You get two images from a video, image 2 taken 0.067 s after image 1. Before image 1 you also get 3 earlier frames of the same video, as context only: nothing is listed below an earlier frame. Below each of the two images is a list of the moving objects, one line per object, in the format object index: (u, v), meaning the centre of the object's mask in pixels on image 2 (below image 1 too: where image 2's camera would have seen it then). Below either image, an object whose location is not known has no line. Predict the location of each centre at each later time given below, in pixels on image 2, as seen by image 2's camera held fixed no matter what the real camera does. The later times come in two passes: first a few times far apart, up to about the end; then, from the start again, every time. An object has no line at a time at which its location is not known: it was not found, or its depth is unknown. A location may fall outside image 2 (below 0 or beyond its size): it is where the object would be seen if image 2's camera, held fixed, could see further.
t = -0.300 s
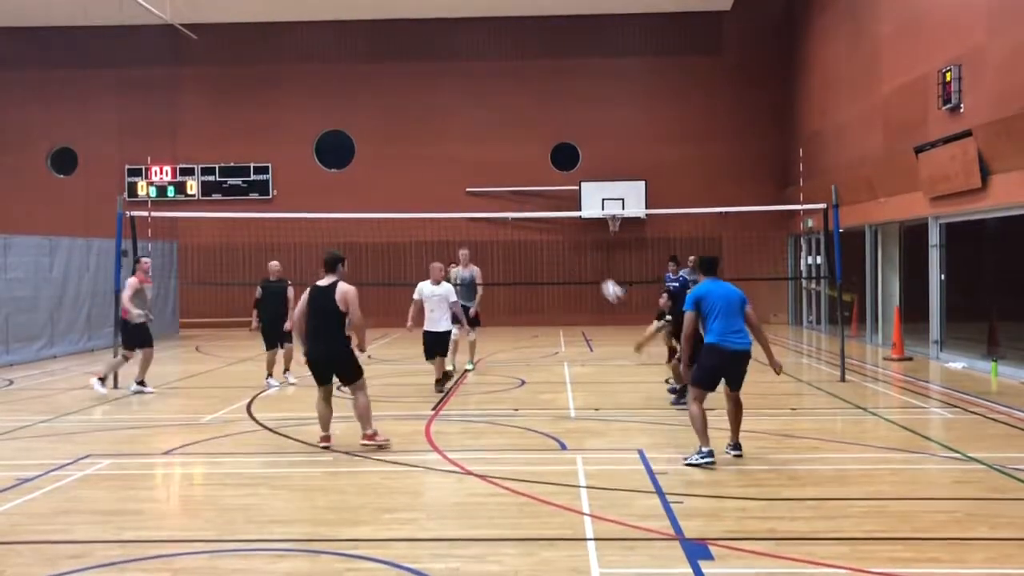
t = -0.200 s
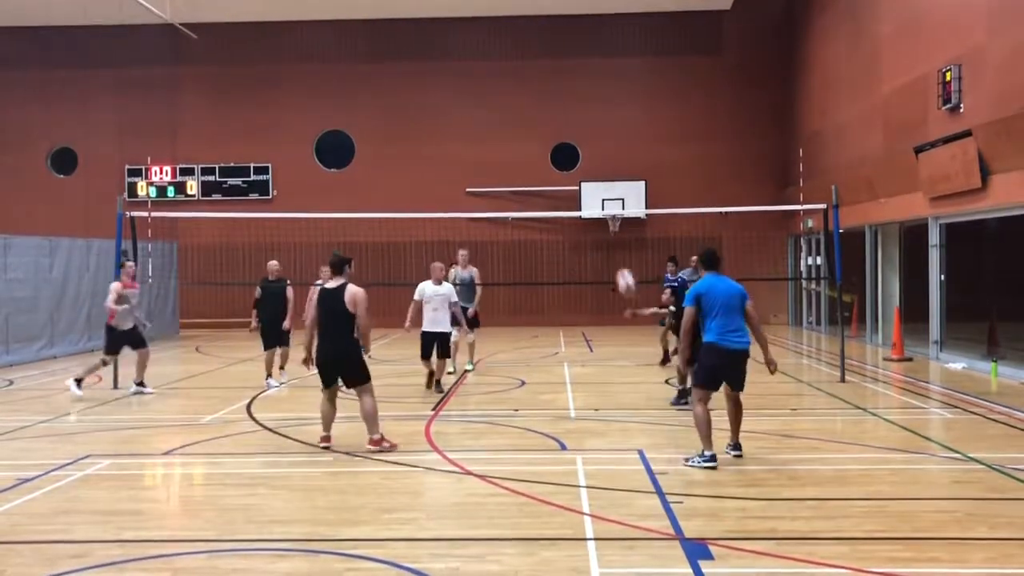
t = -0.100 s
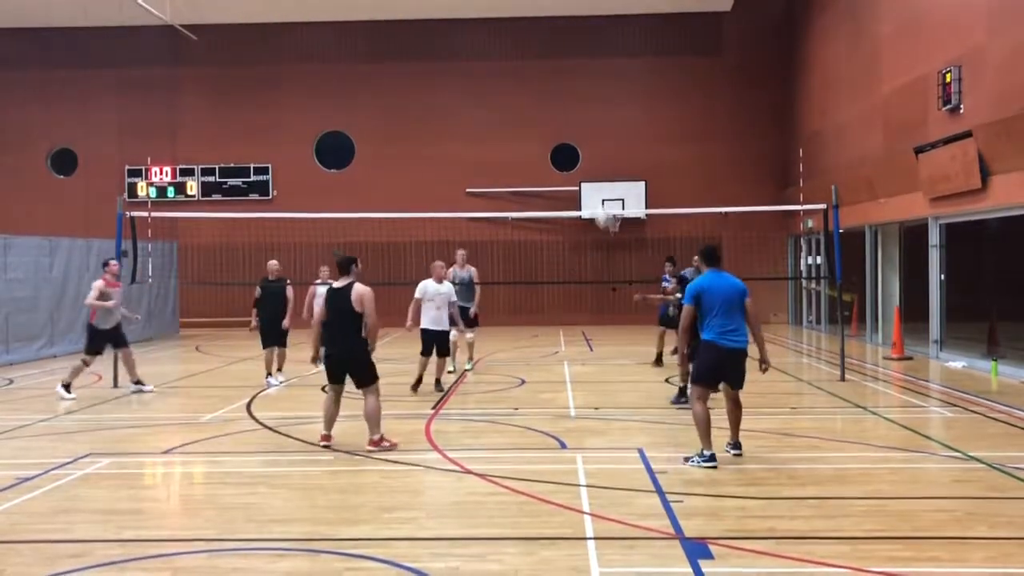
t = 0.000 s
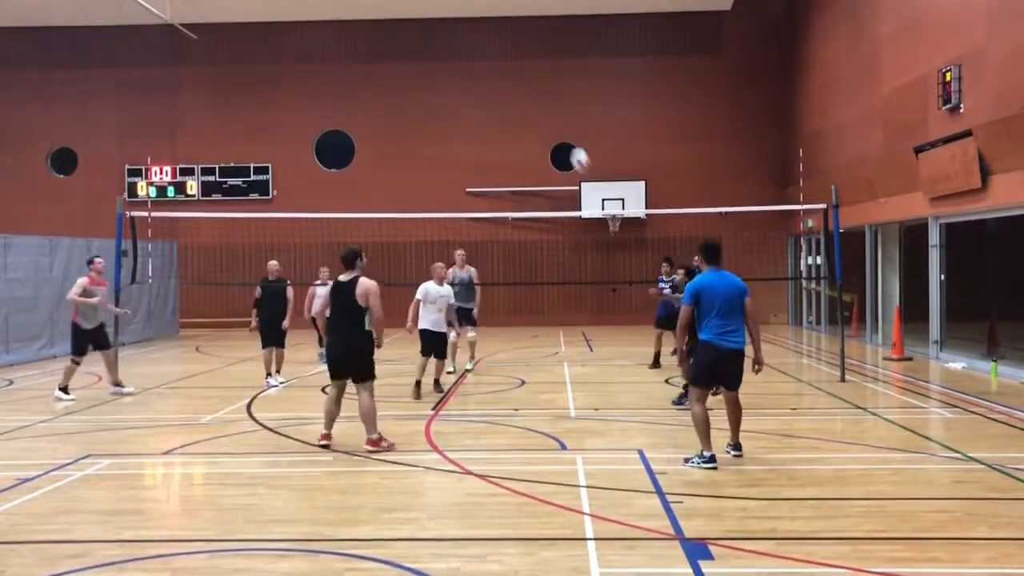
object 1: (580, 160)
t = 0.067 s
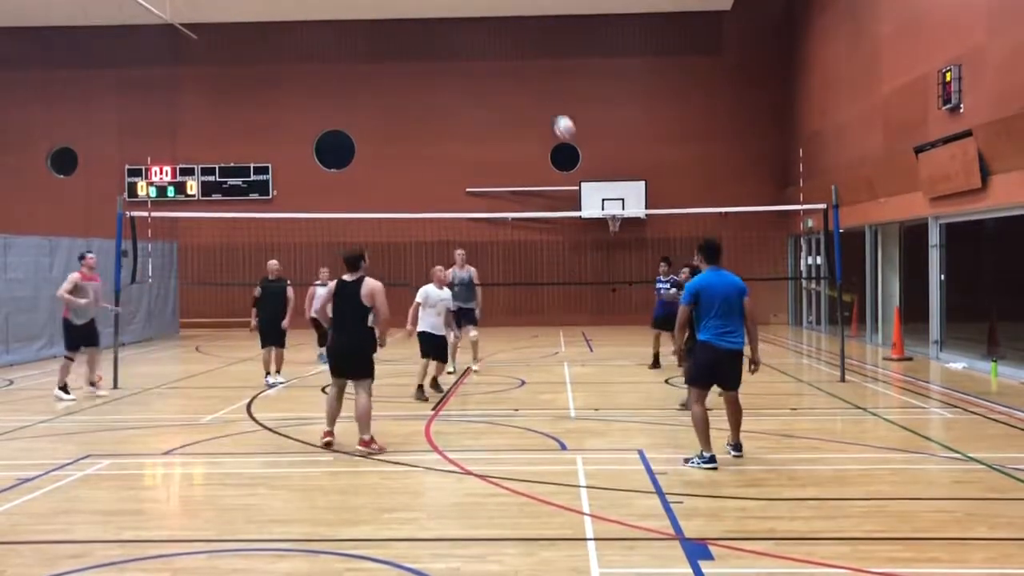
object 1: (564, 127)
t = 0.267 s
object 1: (518, 54)
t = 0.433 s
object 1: (482, 17)
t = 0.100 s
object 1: (556, 113)
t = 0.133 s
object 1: (549, 99)
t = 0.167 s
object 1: (541, 86)
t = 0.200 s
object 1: (533, 74)
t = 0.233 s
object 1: (525, 63)
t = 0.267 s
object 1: (518, 54)
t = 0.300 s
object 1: (511, 44)
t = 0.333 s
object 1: (503, 36)
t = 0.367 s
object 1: (496, 29)
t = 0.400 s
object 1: (489, 23)
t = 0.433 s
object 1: (482, 17)
